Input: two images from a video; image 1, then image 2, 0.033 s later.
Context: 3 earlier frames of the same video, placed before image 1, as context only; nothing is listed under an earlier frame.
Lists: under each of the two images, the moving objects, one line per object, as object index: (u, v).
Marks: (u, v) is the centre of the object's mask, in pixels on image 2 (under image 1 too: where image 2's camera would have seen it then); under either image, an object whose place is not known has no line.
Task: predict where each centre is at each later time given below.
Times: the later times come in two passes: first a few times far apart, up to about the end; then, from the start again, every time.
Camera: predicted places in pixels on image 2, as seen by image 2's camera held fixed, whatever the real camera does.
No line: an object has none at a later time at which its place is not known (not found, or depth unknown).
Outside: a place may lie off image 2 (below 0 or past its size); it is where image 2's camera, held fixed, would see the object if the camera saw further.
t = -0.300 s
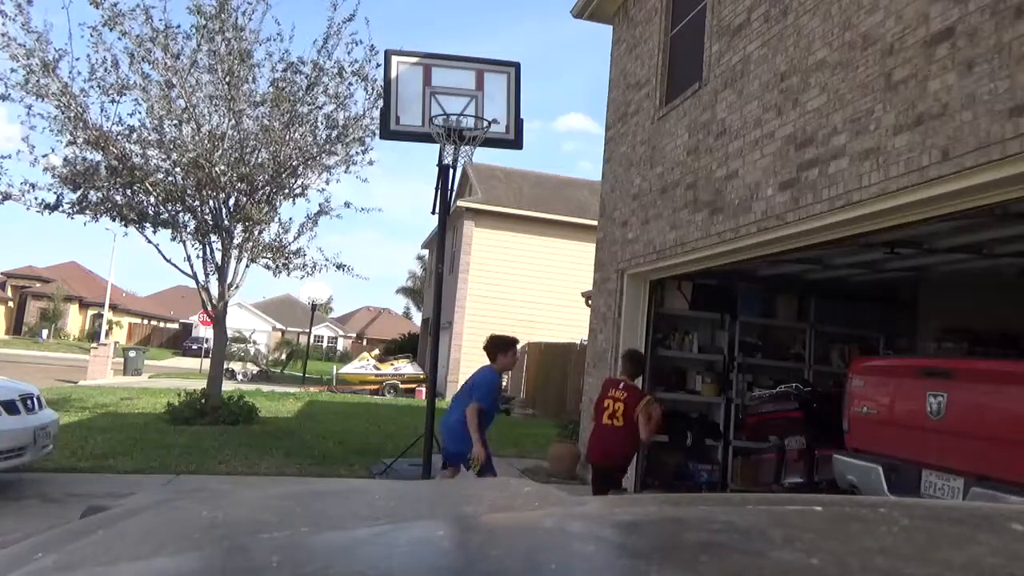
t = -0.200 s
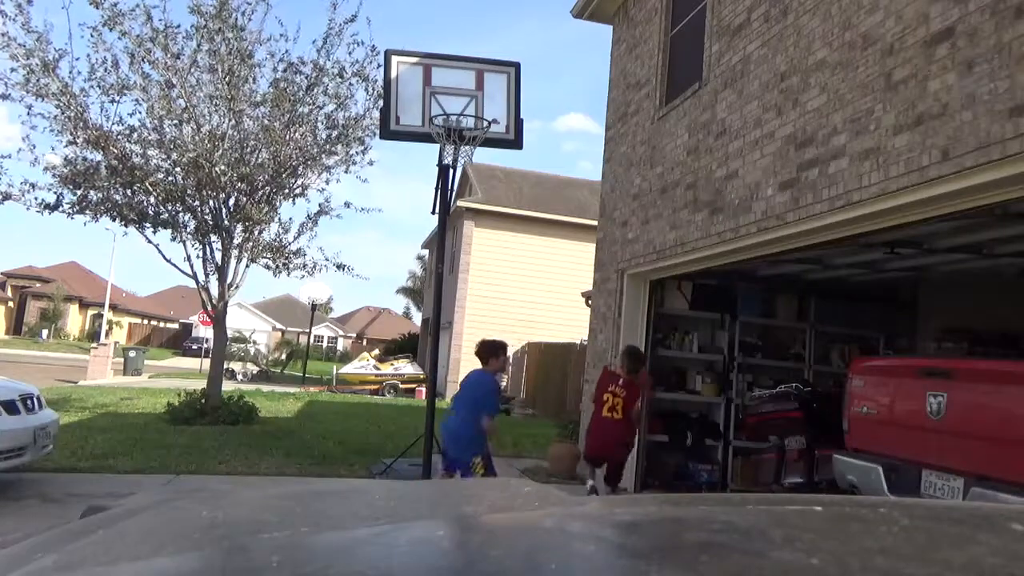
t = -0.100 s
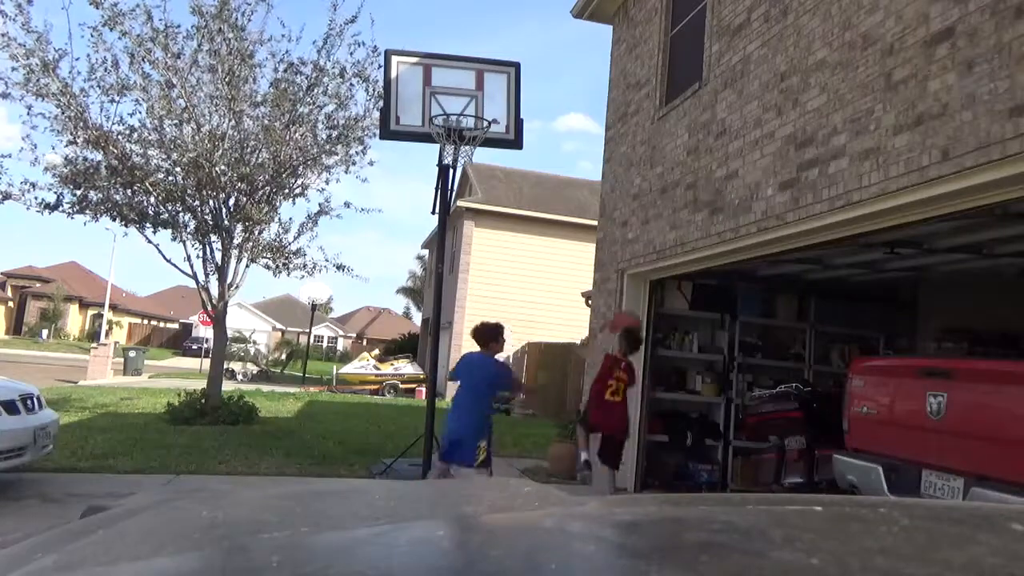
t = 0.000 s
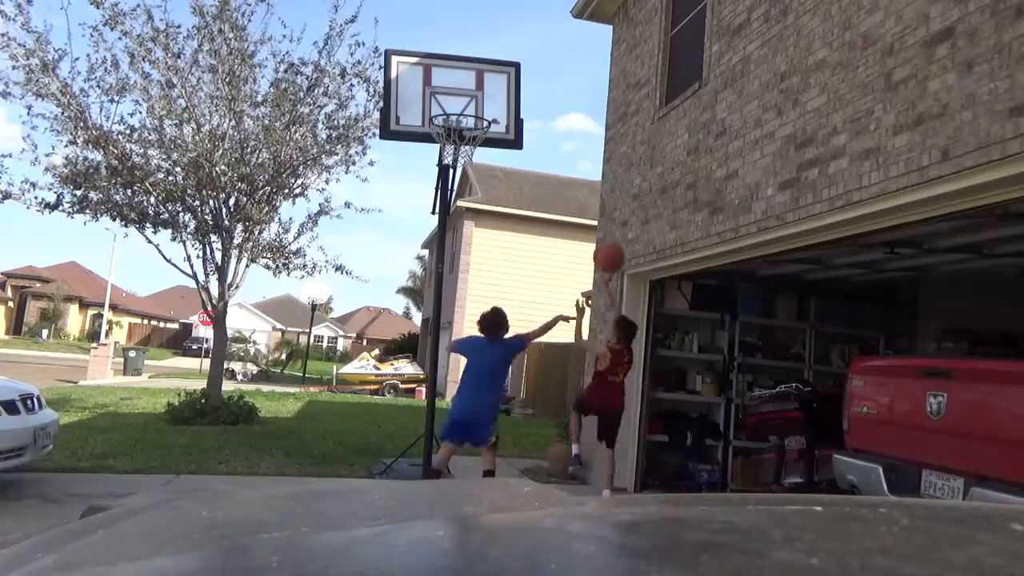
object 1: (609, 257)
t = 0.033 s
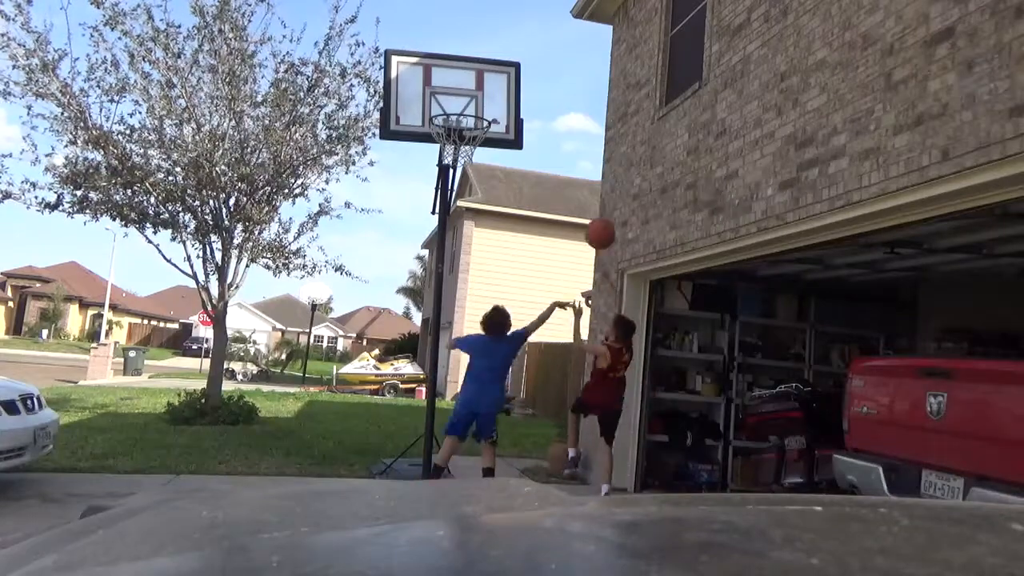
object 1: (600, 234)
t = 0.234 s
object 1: (549, 131)
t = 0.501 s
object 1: (497, 79)
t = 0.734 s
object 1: (468, 99)
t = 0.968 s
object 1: (441, 163)
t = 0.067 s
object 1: (591, 212)
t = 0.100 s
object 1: (583, 193)
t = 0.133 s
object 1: (574, 175)
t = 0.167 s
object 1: (565, 159)
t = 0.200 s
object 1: (557, 144)
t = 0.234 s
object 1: (549, 131)
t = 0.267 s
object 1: (541, 119)
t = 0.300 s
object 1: (532, 110)
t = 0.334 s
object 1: (524, 101)
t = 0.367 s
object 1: (516, 94)
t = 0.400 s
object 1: (508, 90)
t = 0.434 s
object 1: (503, 85)
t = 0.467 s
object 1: (501, 81)
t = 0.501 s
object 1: (497, 79)
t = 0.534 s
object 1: (493, 78)
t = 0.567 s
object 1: (490, 78)
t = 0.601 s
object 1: (486, 79)
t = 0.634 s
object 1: (481, 82)
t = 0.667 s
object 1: (477, 86)
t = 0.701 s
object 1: (473, 92)
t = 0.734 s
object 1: (468, 99)
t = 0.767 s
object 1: (463, 106)
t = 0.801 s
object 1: (459, 115)
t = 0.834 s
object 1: (453, 125)
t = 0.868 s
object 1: (448, 140)
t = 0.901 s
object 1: (445, 146)
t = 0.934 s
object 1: (442, 155)
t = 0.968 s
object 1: (441, 163)
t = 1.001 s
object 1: (441, 173)
